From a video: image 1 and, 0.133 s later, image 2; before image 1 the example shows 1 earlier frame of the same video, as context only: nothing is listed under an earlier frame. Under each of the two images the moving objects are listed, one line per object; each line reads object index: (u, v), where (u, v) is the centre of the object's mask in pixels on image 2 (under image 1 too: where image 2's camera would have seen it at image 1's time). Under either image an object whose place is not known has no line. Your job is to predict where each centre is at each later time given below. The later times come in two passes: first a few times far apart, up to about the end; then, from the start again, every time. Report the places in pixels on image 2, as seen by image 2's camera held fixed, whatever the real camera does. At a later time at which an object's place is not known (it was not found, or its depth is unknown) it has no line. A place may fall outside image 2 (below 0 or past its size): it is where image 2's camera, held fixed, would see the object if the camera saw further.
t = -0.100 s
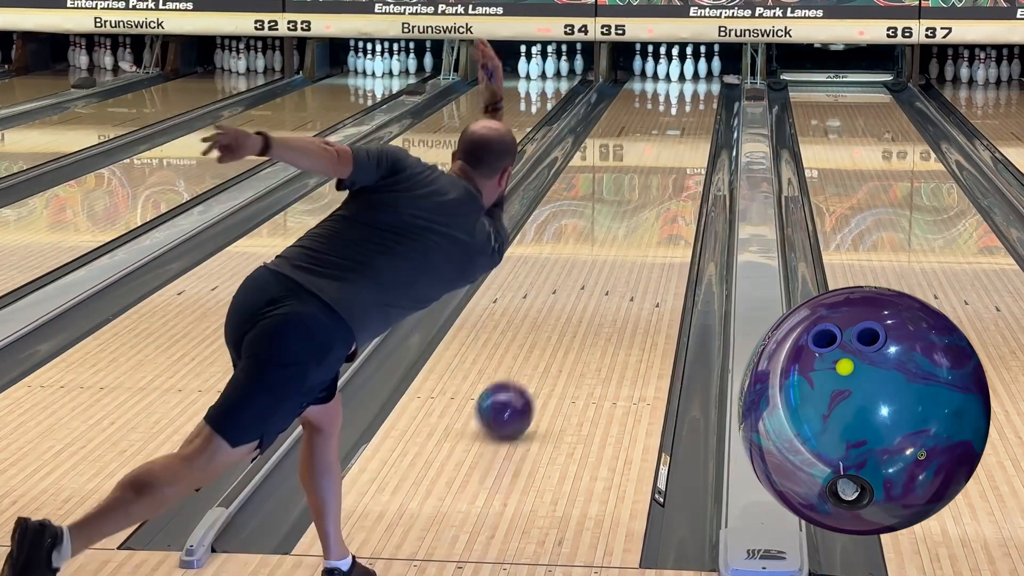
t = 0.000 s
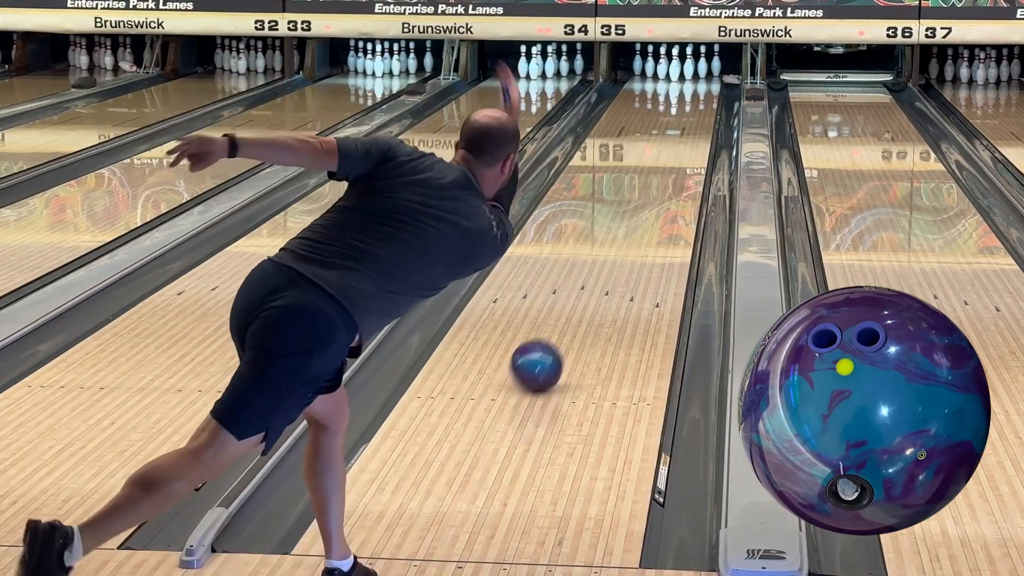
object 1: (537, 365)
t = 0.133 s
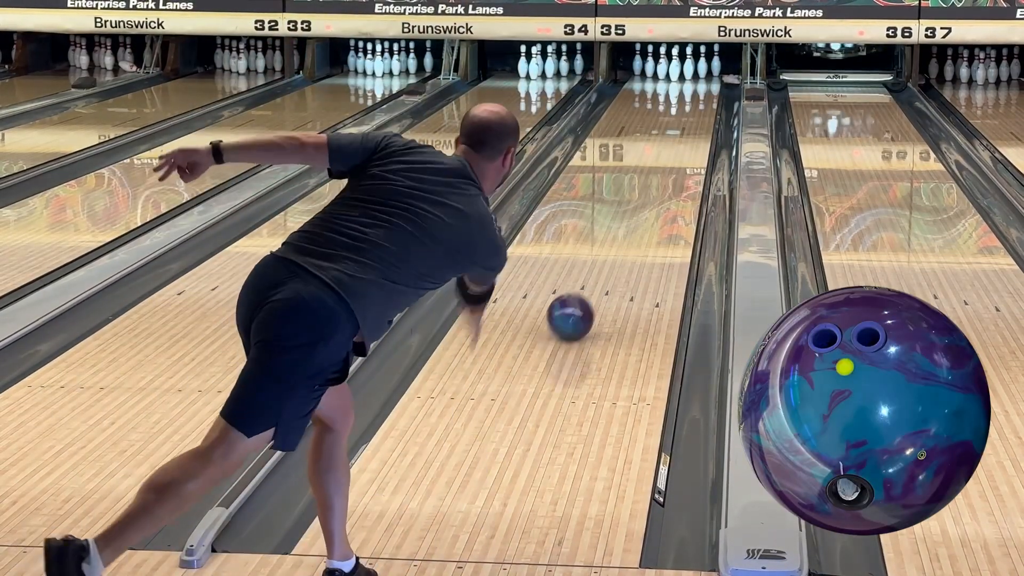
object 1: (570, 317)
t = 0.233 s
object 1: (591, 287)
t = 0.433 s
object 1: (624, 240)
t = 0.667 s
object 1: (653, 197)
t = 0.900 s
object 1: (673, 165)
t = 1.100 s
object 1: (686, 142)
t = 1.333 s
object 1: (695, 121)
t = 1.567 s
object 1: (697, 104)
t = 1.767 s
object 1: (694, 92)
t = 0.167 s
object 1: (578, 306)
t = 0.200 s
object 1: (585, 296)
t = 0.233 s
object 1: (591, 287)
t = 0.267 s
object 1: (597, 278)
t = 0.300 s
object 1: (603, 270)
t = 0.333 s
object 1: (609, 262)
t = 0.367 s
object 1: (614, 254)
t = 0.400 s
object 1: (619, 247)
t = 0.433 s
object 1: (624, 240)
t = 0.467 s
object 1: (629, 233)
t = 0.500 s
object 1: (633, 227)
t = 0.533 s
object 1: (637, 220)
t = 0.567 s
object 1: (641, 214)
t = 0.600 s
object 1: (645, 208)
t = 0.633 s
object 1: (649, 203)
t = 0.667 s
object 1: (653, 197)
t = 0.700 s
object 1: (656, 192)
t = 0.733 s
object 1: (659, 187)
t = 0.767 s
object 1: (662, 182)
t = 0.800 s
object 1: (665, 178)
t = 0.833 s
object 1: (668, 173)
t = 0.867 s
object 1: (671, 169)
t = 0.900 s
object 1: (673, 165)
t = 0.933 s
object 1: (676, 161)
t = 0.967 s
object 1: (678, 157)
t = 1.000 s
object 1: (680, 153)
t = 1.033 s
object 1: (682, 150)
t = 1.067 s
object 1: (684, 146)
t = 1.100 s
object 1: (686, 142)
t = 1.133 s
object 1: (688, 139)
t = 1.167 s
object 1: (689, 136)
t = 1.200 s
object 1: (691, 133)
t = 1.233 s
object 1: (692, 130)
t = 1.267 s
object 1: (693, 127)
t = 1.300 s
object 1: (694, 124)
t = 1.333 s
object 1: (695, 121)
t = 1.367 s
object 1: (696, 119)
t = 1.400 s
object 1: (696, 116)
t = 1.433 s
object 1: (697, 114)
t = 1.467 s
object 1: (697, 111)
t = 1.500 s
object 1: (697, 109)
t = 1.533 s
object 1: (697, 107)
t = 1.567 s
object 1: (697, 104)
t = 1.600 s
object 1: (697, 102)
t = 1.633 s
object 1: (696, 100)
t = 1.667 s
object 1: (696, 98)
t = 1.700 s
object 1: (695, 96)
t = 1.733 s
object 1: (695, 94)
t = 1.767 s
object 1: (694, 92)
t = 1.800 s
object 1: (693, 90)
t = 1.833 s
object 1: (692, 89)
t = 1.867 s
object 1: (691, 87)
